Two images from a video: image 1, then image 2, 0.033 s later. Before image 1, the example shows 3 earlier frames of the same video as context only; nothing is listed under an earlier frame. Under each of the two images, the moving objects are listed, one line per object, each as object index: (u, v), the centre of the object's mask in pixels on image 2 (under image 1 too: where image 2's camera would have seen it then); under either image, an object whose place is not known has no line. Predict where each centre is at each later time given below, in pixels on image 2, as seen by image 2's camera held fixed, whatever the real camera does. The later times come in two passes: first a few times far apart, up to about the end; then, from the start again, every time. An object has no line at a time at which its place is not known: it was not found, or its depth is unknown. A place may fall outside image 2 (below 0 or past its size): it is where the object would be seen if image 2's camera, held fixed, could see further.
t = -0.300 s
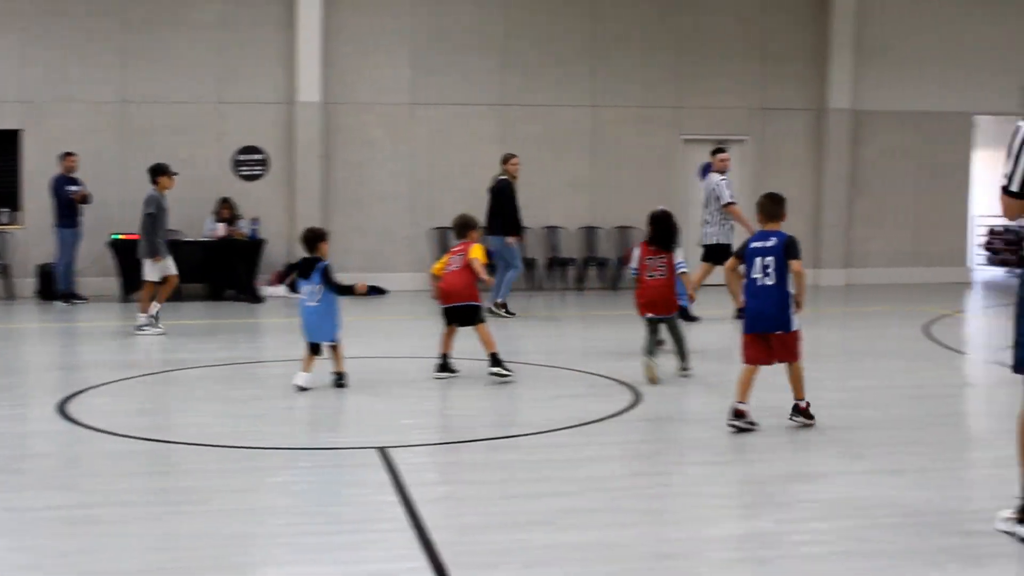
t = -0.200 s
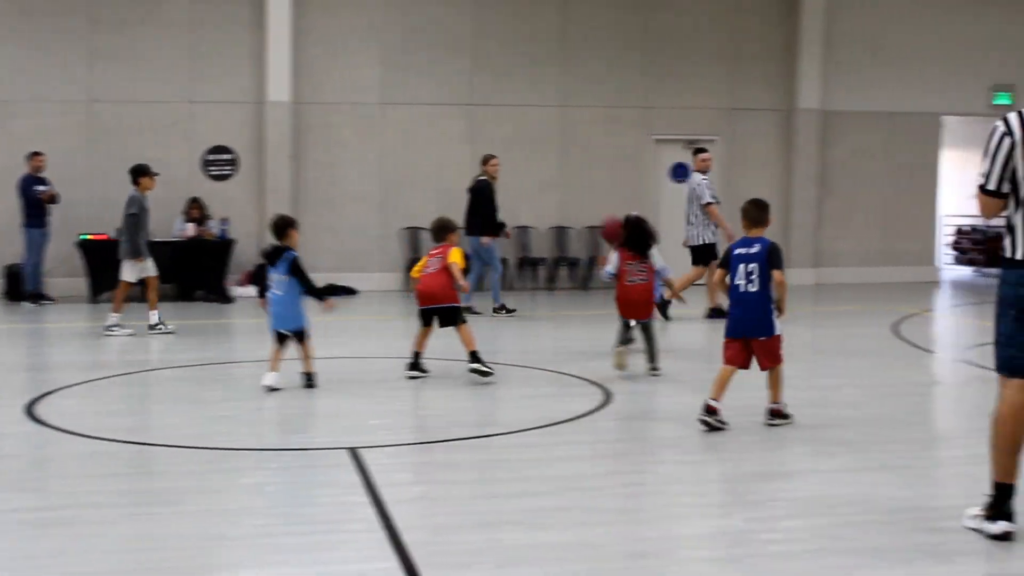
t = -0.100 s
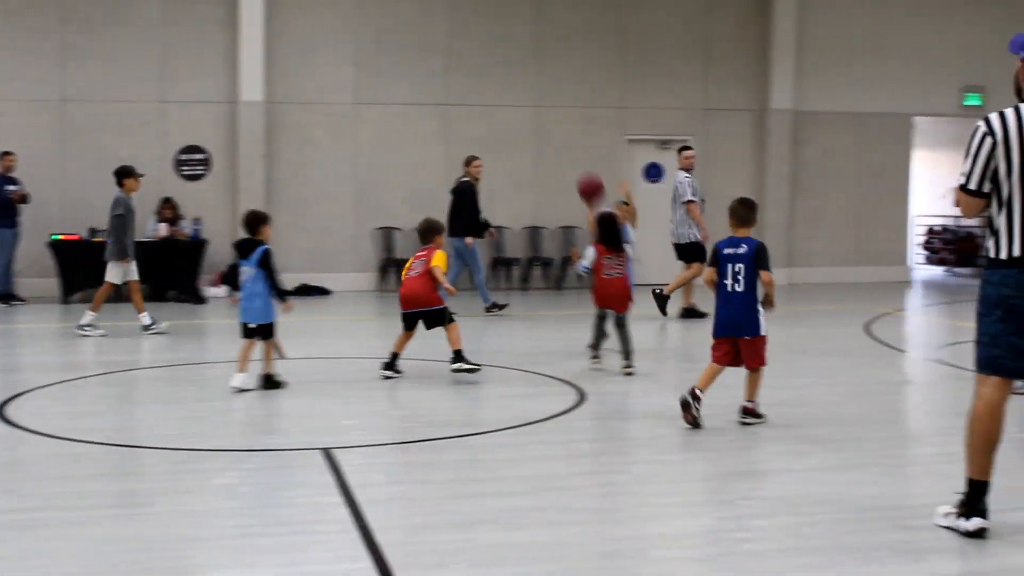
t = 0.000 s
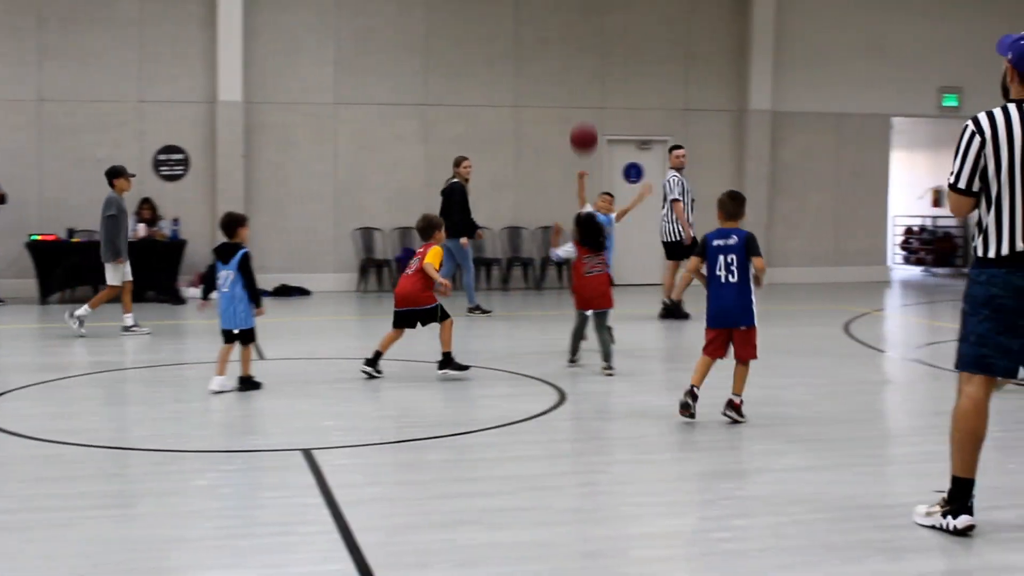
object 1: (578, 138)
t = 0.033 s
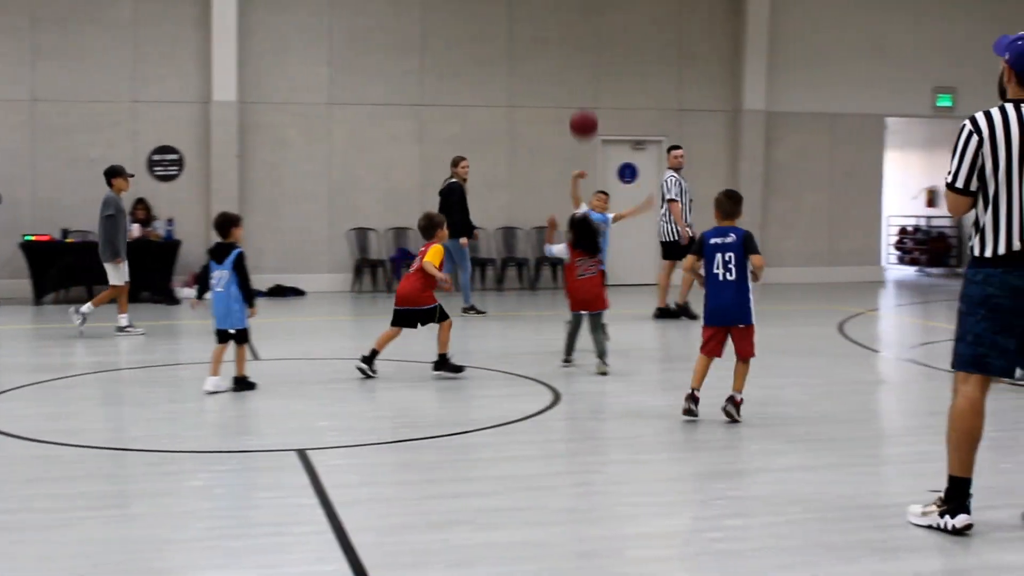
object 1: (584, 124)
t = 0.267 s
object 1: (624, 56)
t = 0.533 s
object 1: (677, 64)
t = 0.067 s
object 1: (589, 110)
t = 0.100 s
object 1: (595, 98)
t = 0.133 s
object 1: (600, 87)
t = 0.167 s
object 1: (606, 77)
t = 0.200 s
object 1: (612, 69)
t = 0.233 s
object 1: (618, 61)
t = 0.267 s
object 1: (624, 56)
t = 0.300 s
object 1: (630, 51)
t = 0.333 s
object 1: (636, 49)
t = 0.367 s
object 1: (643, 47)
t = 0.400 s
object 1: (650, 47)
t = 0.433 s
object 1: (656, 49)
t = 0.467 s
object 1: (663, 52)
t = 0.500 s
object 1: (670, 58)
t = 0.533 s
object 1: (677, 64)
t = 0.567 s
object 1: (684, 74)
